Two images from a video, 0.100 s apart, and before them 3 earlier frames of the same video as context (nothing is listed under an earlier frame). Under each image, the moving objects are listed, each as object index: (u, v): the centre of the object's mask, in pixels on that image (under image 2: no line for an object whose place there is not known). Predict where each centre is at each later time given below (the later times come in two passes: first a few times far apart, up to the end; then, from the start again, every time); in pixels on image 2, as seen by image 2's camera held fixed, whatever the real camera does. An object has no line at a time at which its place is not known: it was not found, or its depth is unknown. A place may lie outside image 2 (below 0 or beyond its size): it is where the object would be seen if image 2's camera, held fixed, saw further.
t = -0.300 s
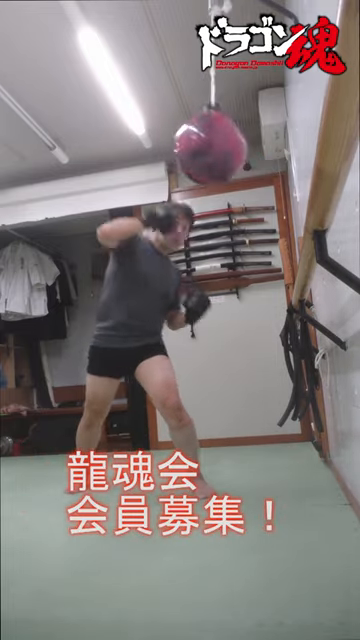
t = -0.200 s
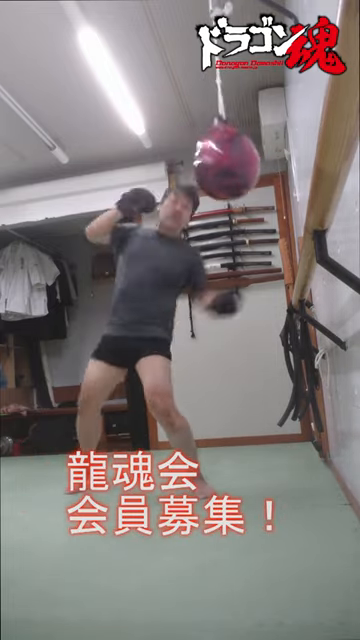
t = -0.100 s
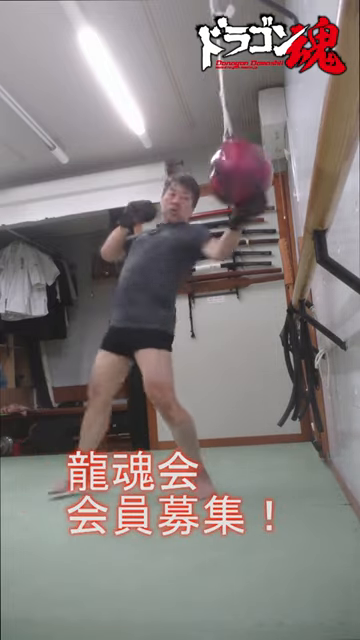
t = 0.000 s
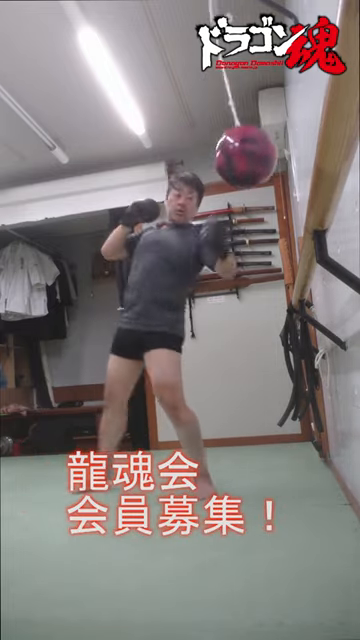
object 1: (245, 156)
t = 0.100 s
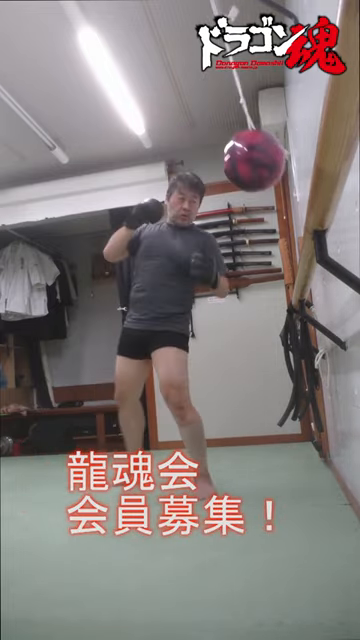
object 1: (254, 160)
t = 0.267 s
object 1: (264, 182)
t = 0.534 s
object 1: (254, 187)
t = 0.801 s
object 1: (230, 190)
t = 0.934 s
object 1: (217, 188)
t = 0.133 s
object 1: (257, 166)
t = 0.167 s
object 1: (260, 173)
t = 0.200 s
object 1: (262, 178)
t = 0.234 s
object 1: (264, 184)
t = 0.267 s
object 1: (264, 182)
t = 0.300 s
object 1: (262, 177)
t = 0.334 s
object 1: (261, 176)
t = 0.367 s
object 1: (260, 175)
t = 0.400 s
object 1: (260, 177)
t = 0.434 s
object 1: (259, 181)
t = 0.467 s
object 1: (258, 186)
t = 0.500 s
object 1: (257, 187)
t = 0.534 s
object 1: (254, 187)
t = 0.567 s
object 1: (252, 186)
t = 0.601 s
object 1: (249, 187)
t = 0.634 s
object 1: (247, 188)
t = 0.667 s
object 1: (243, 189)
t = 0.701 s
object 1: (241, 189)
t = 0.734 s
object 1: (237, 189)
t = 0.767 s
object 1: (233, 190)
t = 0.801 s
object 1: (230, 190)
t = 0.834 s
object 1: (226, 189)
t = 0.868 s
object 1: (224, 188)
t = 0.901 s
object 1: (220, 188)
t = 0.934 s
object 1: (217, 188)
